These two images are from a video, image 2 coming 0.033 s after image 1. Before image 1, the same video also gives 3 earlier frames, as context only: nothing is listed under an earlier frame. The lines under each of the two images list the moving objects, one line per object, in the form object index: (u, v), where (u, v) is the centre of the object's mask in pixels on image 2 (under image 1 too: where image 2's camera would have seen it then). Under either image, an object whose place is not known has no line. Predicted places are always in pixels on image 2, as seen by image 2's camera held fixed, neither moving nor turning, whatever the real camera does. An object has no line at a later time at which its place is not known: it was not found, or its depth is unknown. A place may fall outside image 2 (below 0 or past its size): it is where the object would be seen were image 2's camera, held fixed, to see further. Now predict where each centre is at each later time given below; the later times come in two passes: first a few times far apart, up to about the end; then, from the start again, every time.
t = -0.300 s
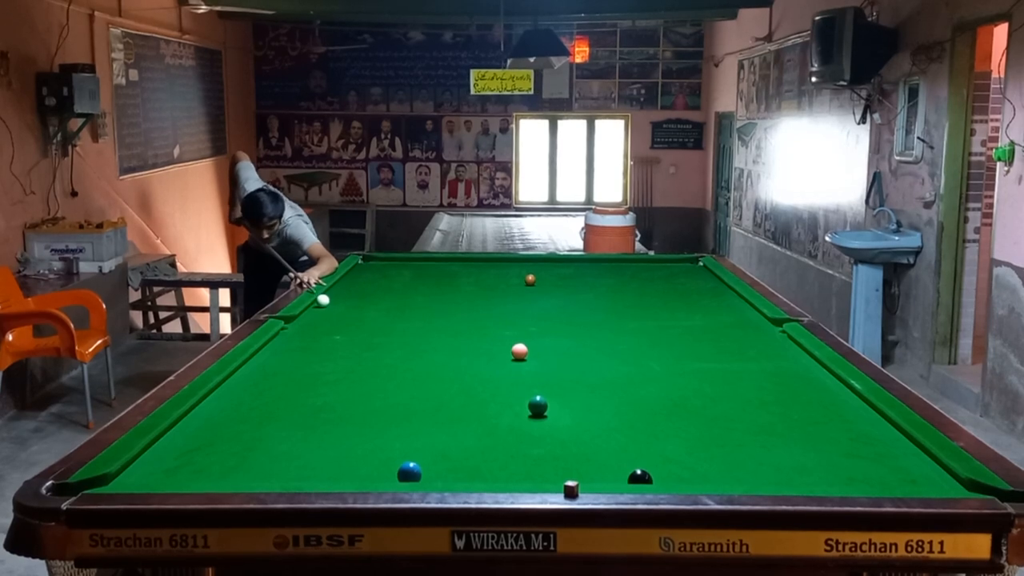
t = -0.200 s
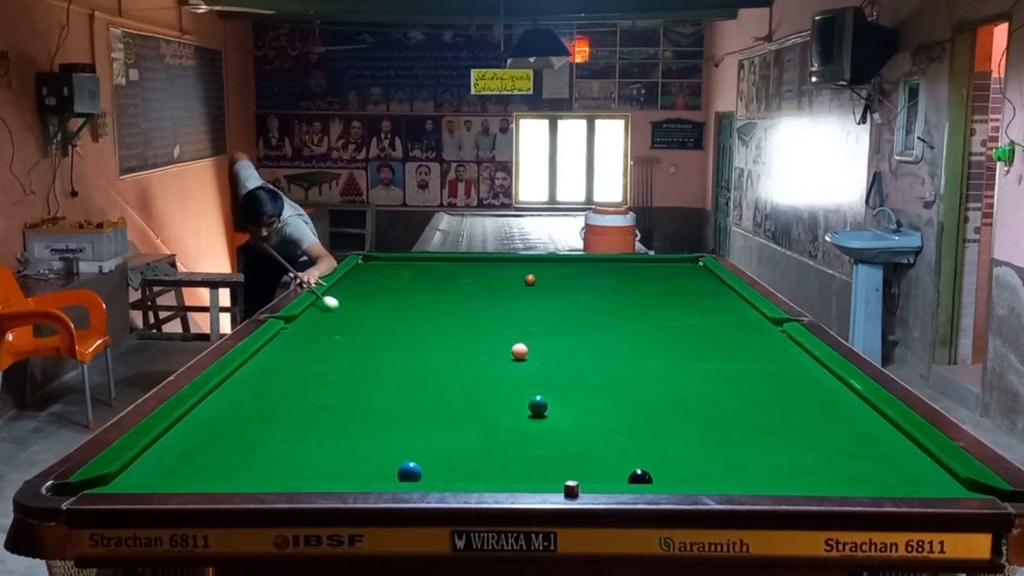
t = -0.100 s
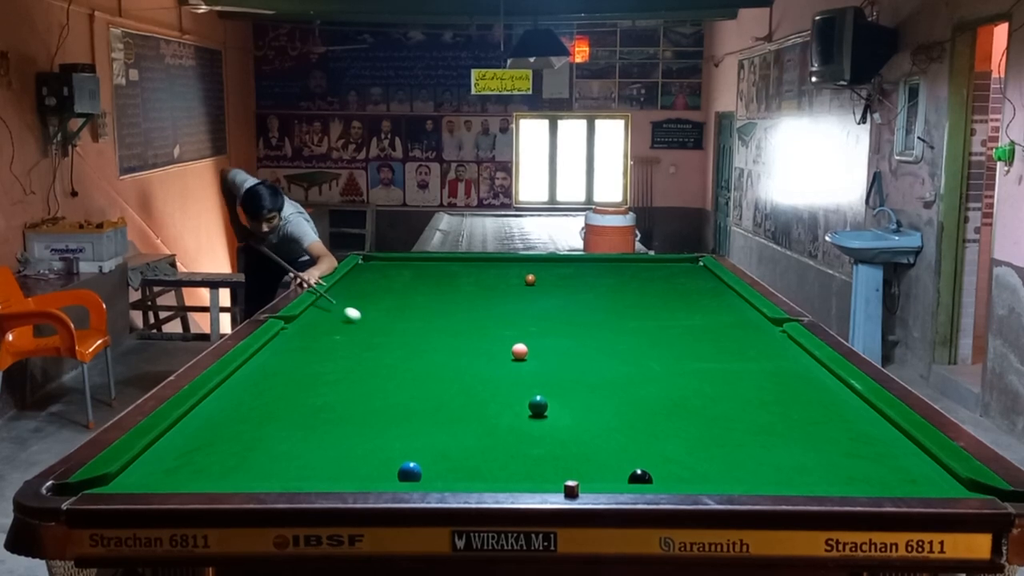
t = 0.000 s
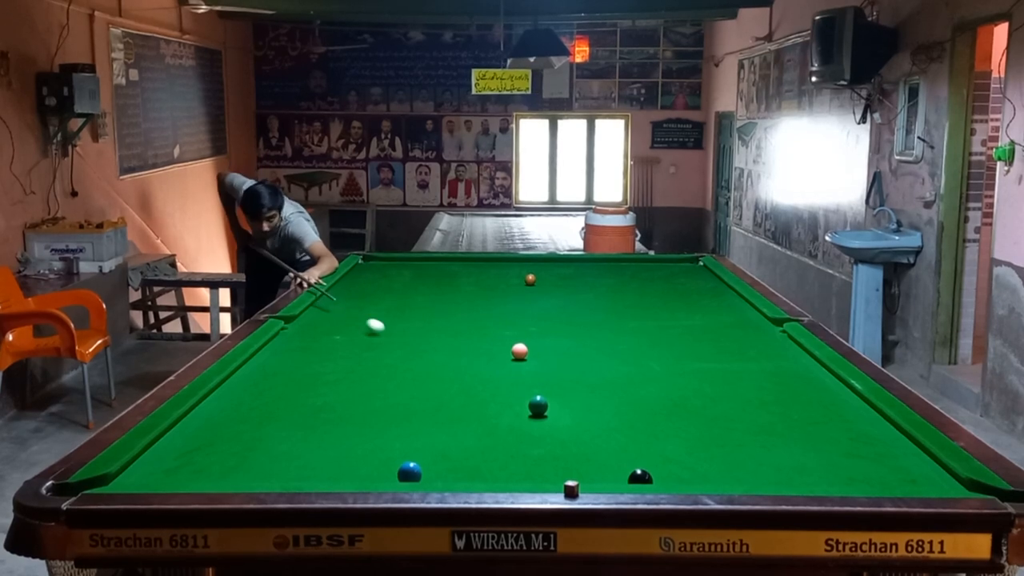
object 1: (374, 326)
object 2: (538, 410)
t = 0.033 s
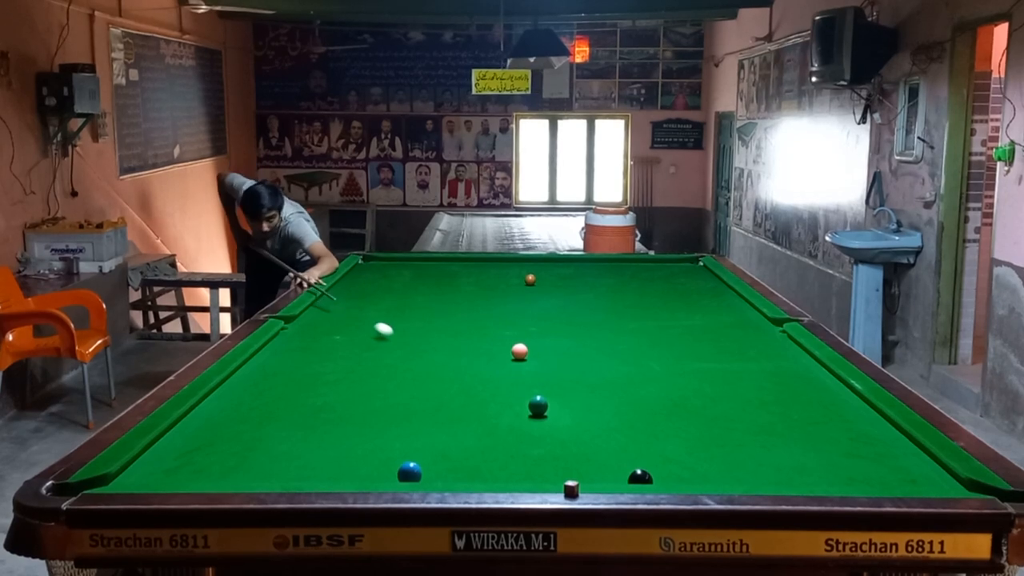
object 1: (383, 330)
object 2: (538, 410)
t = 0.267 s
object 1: (450, 364)
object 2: (538, 410)
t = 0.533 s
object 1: (505, 409)
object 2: (584, 418)
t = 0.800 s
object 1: (472, 444)
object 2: (723, 448)
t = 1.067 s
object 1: (442, 475)
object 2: (876, 478)
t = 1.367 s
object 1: (429, 446)
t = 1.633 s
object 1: (419, 422)
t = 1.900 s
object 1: (410, 402)
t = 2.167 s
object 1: (402, 386)
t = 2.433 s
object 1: (395, 372)
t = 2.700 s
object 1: (390, 360)
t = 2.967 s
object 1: (384, 350)
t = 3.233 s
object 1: (379, 341)
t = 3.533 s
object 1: (374, 333)
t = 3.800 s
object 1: (370, 326)
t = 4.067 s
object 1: (367, 321)
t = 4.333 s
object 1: (364, 315)
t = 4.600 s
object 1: (362, 311)
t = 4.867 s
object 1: (359, 307)
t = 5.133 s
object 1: (356, 304)
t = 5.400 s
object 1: (355, 302)
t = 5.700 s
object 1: (352, 300)
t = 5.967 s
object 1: (350, 298)
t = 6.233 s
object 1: (349, 297)
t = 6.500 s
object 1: (348, 295)
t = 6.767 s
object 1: (347, 295)
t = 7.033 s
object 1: (346, 295)
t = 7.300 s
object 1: (346, 295)
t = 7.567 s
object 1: (346, 295)
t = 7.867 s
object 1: (346, 295)
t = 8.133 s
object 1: (346, 295)
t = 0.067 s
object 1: (391, 335)
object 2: (538, 410)
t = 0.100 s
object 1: (400, 339)
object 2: (538, 410)
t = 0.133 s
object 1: (409, 344)
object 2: (538, 410)
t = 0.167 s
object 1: (419, 348)
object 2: (538, 410)
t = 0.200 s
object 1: (429, 353)
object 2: (538, 410)
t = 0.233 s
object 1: (440, 358)
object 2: (538, 410)
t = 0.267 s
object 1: (450, 364)
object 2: (538, 410)
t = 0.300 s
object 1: (462, 369)
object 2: (538, 410)
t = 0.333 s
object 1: (473, 375)
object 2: (538, 410)
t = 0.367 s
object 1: (486, 382)
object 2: (538, 409)
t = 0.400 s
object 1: (499, 388)
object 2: (538, 409)
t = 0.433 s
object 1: (512, 395)
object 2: (538, 409)
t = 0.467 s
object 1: (519, 402)
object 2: (544, 410)
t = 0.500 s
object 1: (512, 405)
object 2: (565, 415)
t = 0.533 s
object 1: (505, 409)
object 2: (584, 418)
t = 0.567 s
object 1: (498, 412)
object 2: (603, 423)
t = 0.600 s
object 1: (493, 416)
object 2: (621, 427)
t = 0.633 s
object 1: (489, 420)
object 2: (638, 430)
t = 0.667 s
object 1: (485, 424)
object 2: (655, 434)
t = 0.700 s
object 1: (482, 429)
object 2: (672, 437)
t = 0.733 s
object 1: (479, 434)
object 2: (689, 441)
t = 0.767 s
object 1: (476, 439)
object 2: (706, 445)
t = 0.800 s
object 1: (472, 444)
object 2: (723, 448)
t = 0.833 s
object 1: (469, 449)
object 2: (741, 453)
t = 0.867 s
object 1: (465, 454)
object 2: (760, 456)
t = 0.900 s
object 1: (461, 459)
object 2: (778, 460)
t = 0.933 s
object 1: (457, 465)
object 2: (797, 464)
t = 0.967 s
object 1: (453, 470)
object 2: (817, 468)
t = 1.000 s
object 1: (449, 473)
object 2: (836, 472)
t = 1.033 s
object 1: (445, 476)
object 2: (856, 476)
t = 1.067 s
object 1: (442, 475)
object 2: (876, 478)
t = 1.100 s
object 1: (441, 473)
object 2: (896, 480)
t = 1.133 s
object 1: (440, 470)
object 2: (916, 482)
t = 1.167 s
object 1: (438, 468)
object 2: (939, 485)
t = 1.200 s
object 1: (436, 467)
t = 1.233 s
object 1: (435, 460)
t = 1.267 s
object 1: (433, 457)
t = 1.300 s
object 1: (432, 453)
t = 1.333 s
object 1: (430, 449)
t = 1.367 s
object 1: (429, 446)
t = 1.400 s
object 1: (427, 443)
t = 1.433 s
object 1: (426, 440)
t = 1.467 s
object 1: (425, 436)
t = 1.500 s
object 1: (424, 433)
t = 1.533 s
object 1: (422, 430)
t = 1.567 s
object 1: (421, 428)
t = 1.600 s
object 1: (420, 424)
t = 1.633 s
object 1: (419, 422)
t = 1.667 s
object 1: (417, 419)
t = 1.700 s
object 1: (416, 416)
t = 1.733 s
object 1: (415, 414)
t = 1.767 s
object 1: (414, 412)
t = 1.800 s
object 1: (413, 409)
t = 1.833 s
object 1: (412, 407)
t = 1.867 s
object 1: (411, 404)
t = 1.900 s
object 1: (410, 402)
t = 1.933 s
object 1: (409, 400)
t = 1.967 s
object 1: (408, 398)
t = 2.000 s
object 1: (407, 396)
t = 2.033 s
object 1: (406, 394)
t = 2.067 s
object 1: (405, 392)
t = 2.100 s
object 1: (404, 390)
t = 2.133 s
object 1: (403, 388)
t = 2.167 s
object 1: (402, 386)
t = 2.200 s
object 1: (401, 384)
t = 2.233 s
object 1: (400, 382)
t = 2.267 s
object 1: (399, 380)
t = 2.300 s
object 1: (399, 379)
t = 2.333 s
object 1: (398, 377)
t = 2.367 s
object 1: (397, 375)
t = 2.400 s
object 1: (396, 373)
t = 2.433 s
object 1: (395, 372)
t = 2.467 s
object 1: (395, 370)
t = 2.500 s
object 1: (394, 369)
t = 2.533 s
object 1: (393, 367)
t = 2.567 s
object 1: (392, 366)
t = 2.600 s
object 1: (392, 364)
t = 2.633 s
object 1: (391, 363)
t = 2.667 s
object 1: (390, 361)
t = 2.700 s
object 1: (390, 360)
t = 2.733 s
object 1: (389, 359)
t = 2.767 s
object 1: (388, 357)
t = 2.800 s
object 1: (387, 356)
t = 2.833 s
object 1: (387, 355)
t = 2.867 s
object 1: (386, 353)
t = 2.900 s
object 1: (386, 352)
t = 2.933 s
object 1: (385, 351)
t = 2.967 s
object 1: (384, 350)
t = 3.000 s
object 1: (384, 349)
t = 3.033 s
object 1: (383, 347)
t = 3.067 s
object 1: (382, 346)
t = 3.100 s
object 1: (382, 345)
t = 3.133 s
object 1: (381, 344)
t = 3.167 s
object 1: (380, 343)
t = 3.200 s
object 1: (380, 342)
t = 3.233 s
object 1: (379, 341)
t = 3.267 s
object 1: (379, 340)
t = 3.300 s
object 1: (378, 339)
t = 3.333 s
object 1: (377, 338)
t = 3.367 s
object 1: (377, 337)
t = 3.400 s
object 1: (376, 336)
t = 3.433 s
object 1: (376, 335)
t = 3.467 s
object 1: (375, 334)
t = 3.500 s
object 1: (375, 333)
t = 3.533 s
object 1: (374, 333)
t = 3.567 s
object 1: (374, 332)
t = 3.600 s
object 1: (373, 331)
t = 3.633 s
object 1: (373, 330)
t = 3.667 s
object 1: (372, 329)
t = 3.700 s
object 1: (372, 328)
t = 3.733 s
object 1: (371, 328)
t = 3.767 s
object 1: (371, 327)
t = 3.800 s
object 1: (370, 326)
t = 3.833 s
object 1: (370, 325)
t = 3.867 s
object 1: (370, 324)
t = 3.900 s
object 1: (369, 323)
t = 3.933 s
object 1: (369, 323)
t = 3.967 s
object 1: (369, 322)
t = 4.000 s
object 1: (368, 321)
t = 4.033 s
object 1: (367, 321)
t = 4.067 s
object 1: (367, 321)
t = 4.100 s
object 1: (367, 319)
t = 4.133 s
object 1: (367, 319)
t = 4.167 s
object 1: (366, 318)
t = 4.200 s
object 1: (366, 317)
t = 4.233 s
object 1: (365, 317)
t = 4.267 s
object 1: (365, 316)
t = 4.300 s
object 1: (365, 316)
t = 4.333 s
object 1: (364, 315)
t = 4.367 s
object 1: (364, 314)
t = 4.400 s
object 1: (363, 314)
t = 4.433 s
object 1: (363, 314)
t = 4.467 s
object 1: (363, 313)
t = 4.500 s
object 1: (363, 313)
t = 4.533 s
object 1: (362, 312)
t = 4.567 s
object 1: (362, 311)
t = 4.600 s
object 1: (362, 311)
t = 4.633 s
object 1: (361, 310)
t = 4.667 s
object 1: (361, 310)
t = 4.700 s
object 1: (361, 310)
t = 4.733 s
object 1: (360, 310)
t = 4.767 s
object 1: (360, 309)
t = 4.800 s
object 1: (360, 308)
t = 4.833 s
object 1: (359, 308)
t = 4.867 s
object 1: (359, 307)
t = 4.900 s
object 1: (358, 307)
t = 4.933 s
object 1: (358, 307)
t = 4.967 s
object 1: (358, 306)
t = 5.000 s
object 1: (358, 306)
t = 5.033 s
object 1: (357, 305)
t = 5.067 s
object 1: (357, 305)
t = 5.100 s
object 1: (357, 305)
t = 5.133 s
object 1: (356, 304)
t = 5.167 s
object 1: (356, 304)
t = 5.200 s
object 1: (356, 304)
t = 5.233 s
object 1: (356, 303)
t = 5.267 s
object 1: (355, 303)
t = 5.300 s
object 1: (355, 302)
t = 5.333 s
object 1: (355, 302)
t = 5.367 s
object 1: (355, 302)
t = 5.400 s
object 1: (355, 302)
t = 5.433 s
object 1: (354, 301)
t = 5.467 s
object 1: (354, 301)
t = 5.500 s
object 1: (354, 301)
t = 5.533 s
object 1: (353, 301)
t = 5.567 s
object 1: (353, 301)
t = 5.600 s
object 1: (353, 300)
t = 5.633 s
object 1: (353, 300)
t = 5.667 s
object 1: (352, 300)
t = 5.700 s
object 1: (352, 300)
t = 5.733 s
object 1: (352, 299)
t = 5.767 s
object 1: (352, 299)
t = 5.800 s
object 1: (351, 299)
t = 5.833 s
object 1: (351, 299)
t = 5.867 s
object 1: (351, 298)
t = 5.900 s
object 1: (351, 298)
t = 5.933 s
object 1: (350, 298)
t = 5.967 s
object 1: (350, 298)
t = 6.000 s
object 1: (350, 298)
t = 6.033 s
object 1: (350, 298)
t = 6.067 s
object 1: (350, 297)
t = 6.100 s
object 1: (349, 297)
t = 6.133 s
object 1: (349, 297)
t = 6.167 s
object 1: (349, 297)
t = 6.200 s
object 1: (349, 297)
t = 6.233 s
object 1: (349, 297)
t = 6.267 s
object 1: (349, 297)
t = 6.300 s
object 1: (349, 297)
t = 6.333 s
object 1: (349, 296)
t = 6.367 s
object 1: (349, 296)
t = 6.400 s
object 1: (348, 296)
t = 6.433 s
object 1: (348, 296)
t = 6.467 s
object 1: (348, 296)
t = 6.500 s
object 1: (348, 295)
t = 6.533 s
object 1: (348, 296)
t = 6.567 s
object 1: (348, 296)
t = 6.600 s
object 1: (348, 295)
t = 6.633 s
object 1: (348, 295)
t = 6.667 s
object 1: (347, 295)
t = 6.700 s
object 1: (347, 295)
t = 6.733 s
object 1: (347, 295)
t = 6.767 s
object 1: (347, 295)
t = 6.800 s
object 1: (347, 295)
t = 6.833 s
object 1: (347, 295)
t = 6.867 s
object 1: (347, 295)
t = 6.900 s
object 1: (347, 295)
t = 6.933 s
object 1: (347, 295)
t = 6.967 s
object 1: (347, 295)
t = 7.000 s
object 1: (346, 295)
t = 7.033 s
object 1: (346, 295)
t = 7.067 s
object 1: (346, 295)
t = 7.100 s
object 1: (346, 295)
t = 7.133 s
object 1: (346, 294)
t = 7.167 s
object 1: (346, 295)
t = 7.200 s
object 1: (346, 295)
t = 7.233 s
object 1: (346, 295)
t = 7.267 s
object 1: (346, 295)
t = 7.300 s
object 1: (346, 295)
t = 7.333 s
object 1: (346, 295)
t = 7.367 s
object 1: (346, 295)
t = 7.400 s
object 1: (346, 295)
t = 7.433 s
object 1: (346, 295)
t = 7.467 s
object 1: (346, 295)
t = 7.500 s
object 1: (346, 294)
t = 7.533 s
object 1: (346, 295)
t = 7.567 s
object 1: (346, 295)
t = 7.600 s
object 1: (346, 295)
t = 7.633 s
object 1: (346, 295)
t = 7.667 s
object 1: (346, 295)
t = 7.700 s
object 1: (346, 295)
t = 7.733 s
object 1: (346, 295)
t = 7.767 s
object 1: (346, 295)
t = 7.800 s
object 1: (346, 295)
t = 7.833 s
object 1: (346, 295)
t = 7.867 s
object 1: (346, 295)
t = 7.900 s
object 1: (346, 295)
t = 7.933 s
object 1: (346, 295)
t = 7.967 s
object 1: (346, 295)
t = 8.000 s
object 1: (346, 295)
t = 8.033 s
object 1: (346, 295)
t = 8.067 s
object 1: (346, 295)
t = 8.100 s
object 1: (346, 295)
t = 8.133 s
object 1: (346, 295)
